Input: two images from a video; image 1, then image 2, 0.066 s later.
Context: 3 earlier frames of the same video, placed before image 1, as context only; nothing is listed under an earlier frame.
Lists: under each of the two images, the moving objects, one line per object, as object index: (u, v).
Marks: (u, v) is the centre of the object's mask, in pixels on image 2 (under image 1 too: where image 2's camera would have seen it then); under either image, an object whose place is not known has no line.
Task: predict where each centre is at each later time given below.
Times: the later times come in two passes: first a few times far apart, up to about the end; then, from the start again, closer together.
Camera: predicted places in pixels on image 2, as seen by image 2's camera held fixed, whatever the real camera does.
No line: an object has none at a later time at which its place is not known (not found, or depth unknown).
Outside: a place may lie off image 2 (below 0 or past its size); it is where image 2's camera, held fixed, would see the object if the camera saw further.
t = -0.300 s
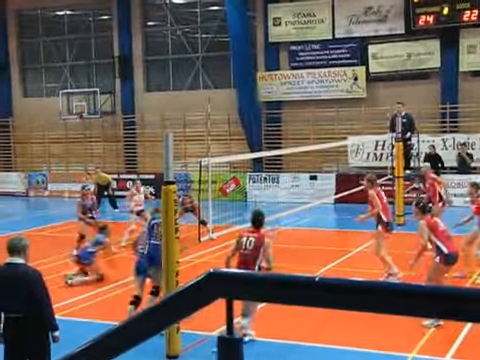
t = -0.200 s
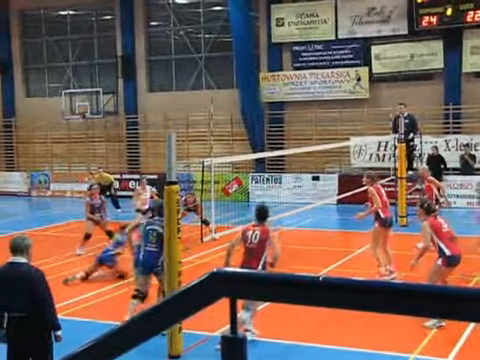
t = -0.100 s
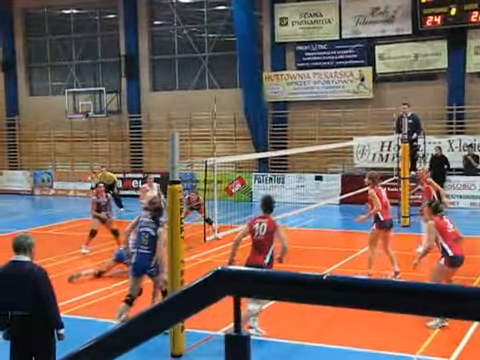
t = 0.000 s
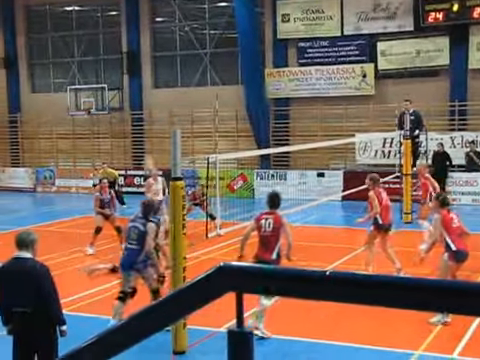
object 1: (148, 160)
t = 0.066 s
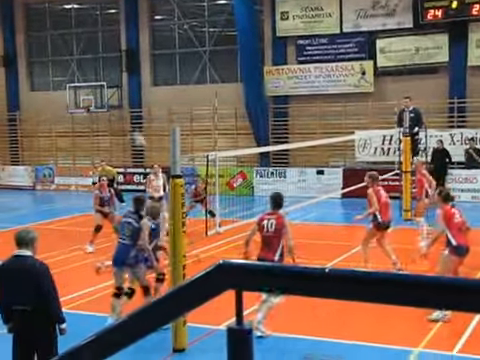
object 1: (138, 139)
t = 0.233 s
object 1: (118, 92)
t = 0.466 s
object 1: (89, 58)
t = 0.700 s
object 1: (63, 51)
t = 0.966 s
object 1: (37, 78)
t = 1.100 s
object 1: (27, 104)
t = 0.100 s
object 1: (135, 129)
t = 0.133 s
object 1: (132, 119)
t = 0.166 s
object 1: (126, 108)
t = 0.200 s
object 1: (123, 100)
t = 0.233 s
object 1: (118, 92)
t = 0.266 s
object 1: (114, 85)
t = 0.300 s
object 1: (110, 80)
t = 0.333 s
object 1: (105, 74)
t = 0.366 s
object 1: (101, 69)
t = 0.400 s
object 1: (97, 65)
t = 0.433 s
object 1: (93, 60)
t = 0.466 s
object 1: (89, 58)
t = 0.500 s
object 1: (86, 55)
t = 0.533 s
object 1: (82, 52)
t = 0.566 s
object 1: (78, 50)
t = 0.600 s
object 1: (74, 50)
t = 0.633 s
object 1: (70, 50)
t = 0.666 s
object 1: (67, 50)
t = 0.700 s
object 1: (63, 51)
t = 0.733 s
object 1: (60, 53)
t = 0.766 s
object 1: (56, 55)
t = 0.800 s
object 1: (53, 57)
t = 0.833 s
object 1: (49, 60)
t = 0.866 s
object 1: (46, 63)
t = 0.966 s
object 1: (37, 78)
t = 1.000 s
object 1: (36, 84)
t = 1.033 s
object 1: (31, 91)
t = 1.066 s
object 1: (29, 97)
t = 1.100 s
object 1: (27, 104)
